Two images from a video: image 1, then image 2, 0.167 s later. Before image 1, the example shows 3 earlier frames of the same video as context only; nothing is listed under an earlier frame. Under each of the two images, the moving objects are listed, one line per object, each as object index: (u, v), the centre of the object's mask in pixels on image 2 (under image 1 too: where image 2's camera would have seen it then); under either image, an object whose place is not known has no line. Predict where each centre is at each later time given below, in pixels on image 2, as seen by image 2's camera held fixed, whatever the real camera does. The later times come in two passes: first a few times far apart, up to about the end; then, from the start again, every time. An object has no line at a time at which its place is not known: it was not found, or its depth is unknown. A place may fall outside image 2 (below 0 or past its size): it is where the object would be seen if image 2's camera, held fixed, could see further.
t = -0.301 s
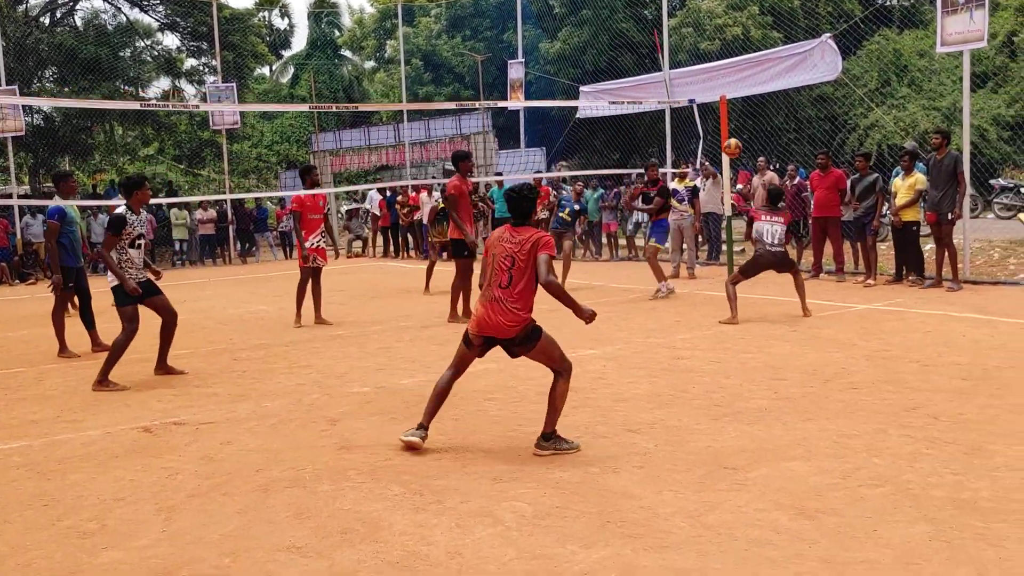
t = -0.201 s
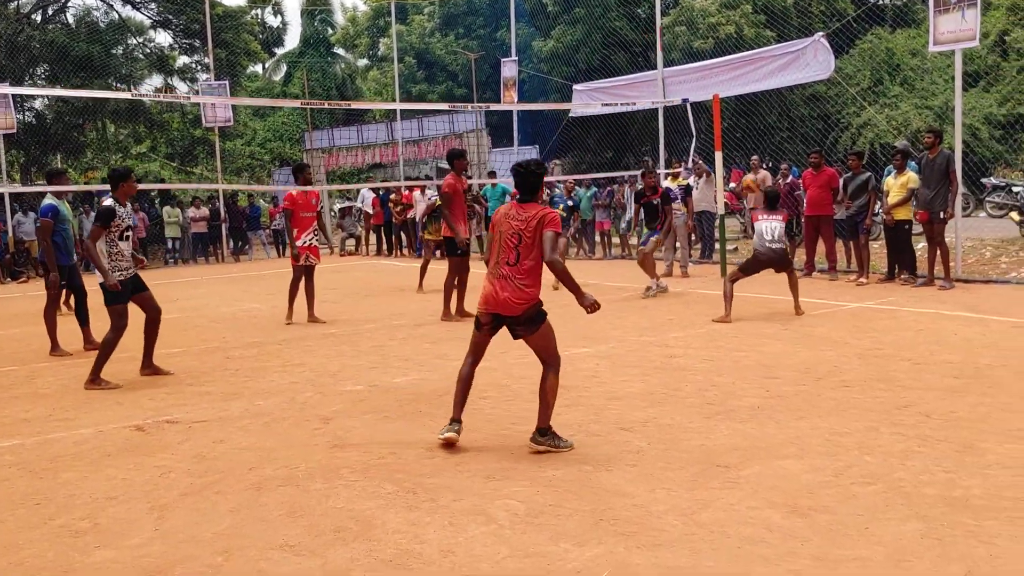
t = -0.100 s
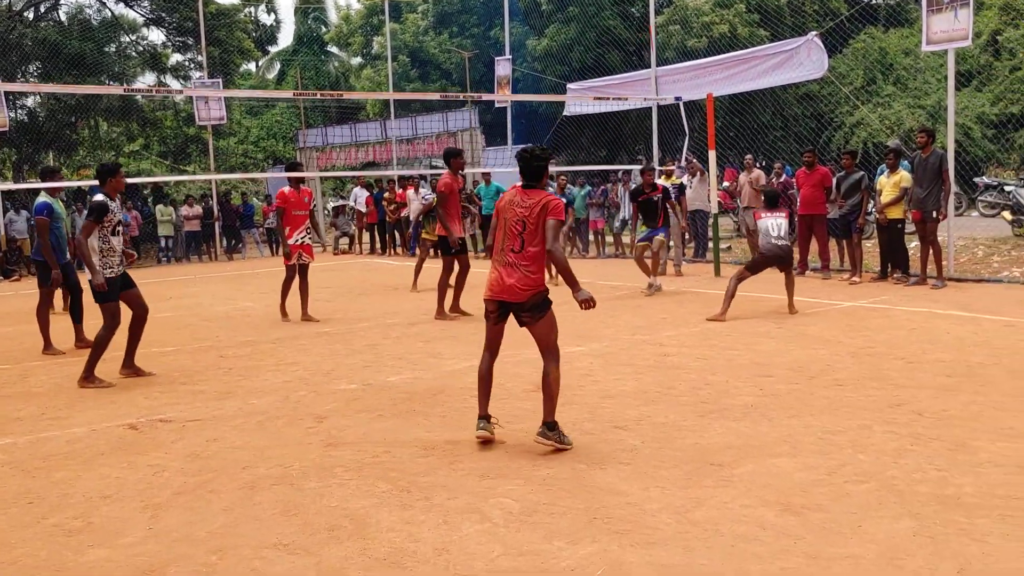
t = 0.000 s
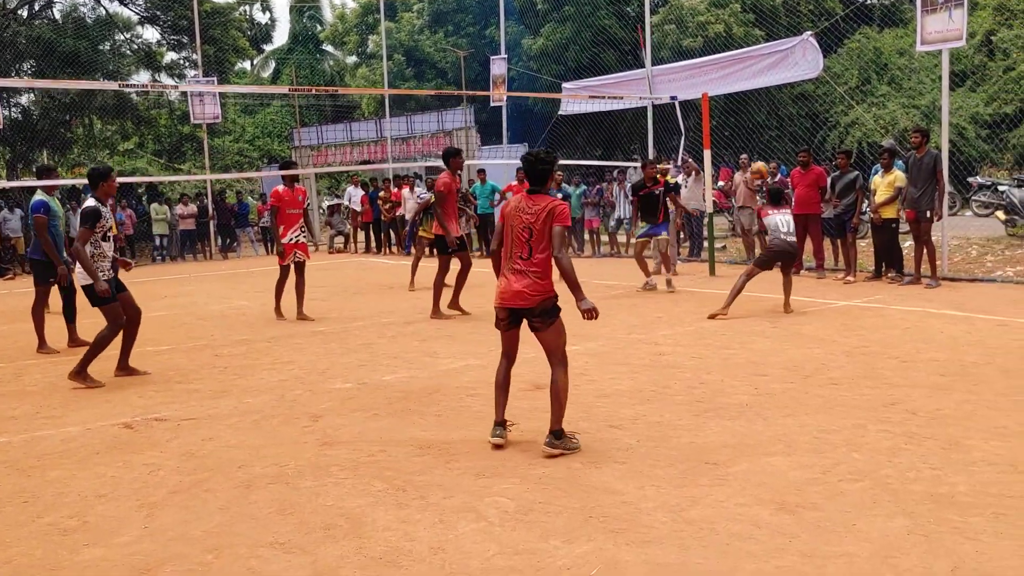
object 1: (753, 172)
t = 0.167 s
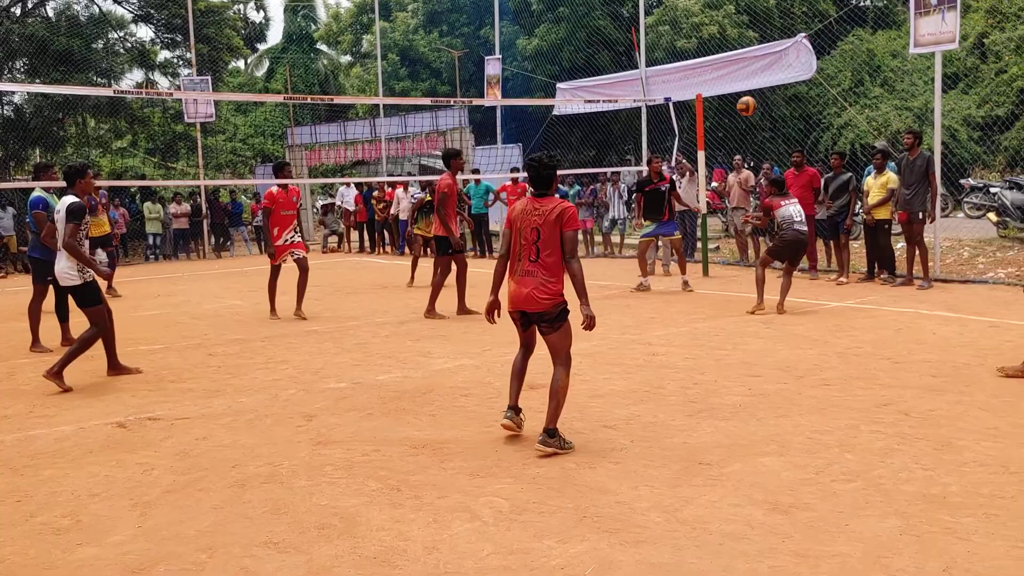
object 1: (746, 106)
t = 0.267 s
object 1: (743, 78)
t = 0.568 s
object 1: (732, 46)
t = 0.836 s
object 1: (724, 84)
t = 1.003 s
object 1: (720, 137)
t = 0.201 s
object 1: (745, 97)
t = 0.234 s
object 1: (744, 87)
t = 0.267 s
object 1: (743, 78)
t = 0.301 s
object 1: (741, 70)
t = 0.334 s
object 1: (740, 64)
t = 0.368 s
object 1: (739, 58)
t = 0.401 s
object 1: (738, 53)
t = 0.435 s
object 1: (736, 50)
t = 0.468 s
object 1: (735, 48)
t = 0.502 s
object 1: (734, 46)
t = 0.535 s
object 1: (733, 46)
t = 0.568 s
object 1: (732, 46)
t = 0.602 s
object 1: (731, 47)
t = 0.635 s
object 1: (730, 50)
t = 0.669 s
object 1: (729, 53)
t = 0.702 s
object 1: (728, 57)
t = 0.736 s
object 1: (727, 63)
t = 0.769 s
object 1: (727, 69)
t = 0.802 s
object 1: (725, 76)
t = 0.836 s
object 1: (724, 84)
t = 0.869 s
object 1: (724, 93)
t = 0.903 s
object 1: (723, 103)
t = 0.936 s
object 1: (722, 113)
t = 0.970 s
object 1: (721, 125)
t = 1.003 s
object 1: (720, 137)
